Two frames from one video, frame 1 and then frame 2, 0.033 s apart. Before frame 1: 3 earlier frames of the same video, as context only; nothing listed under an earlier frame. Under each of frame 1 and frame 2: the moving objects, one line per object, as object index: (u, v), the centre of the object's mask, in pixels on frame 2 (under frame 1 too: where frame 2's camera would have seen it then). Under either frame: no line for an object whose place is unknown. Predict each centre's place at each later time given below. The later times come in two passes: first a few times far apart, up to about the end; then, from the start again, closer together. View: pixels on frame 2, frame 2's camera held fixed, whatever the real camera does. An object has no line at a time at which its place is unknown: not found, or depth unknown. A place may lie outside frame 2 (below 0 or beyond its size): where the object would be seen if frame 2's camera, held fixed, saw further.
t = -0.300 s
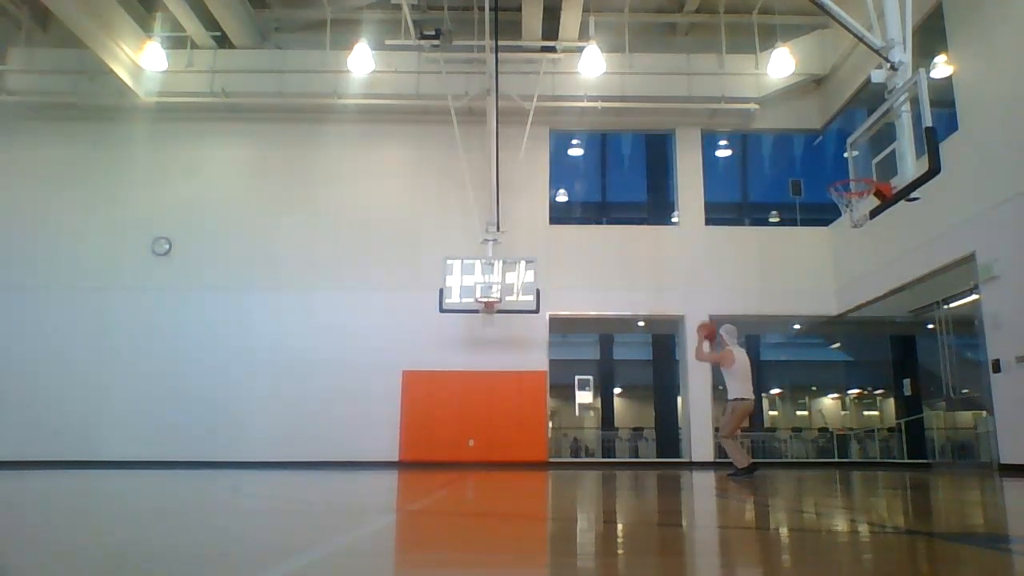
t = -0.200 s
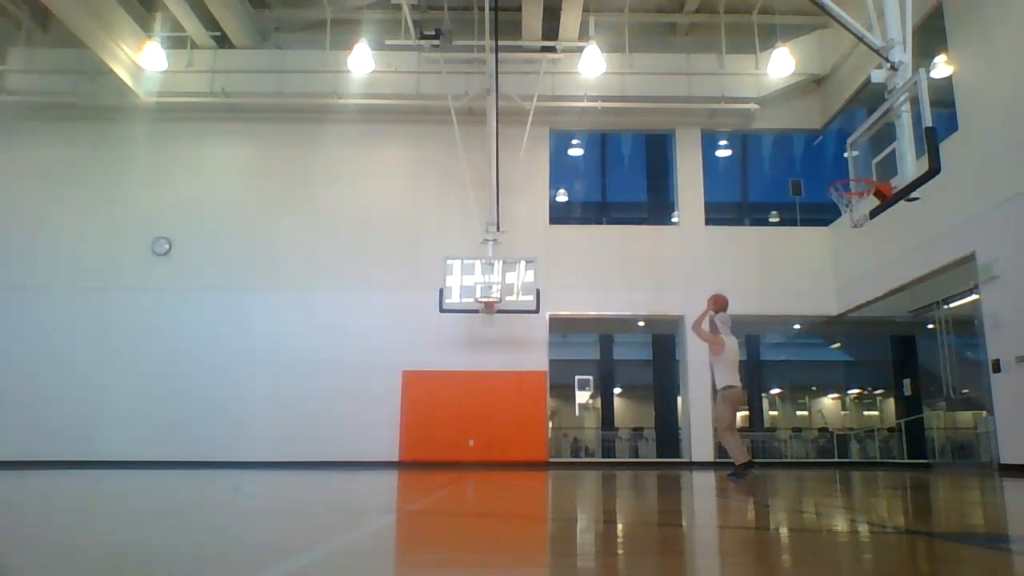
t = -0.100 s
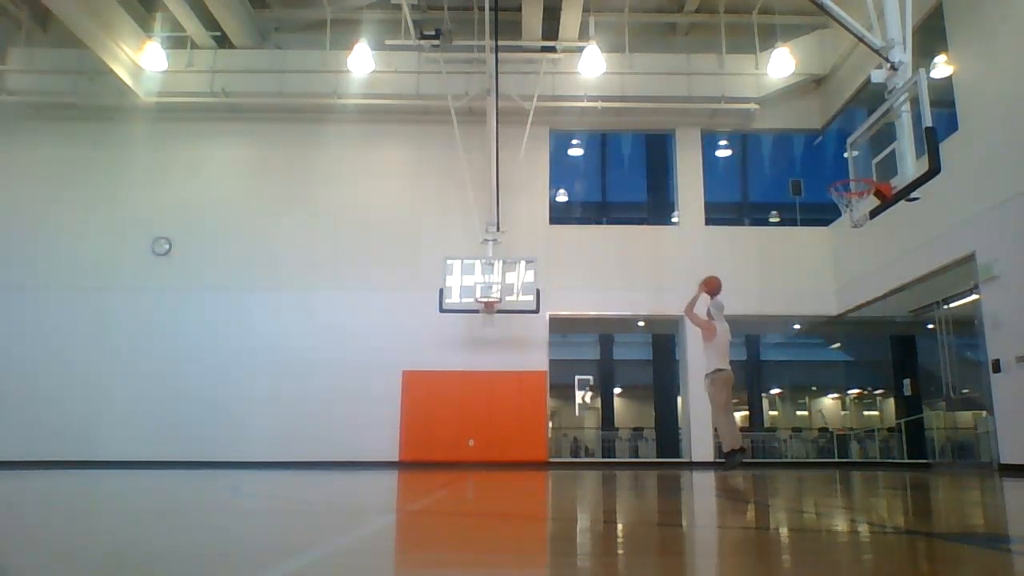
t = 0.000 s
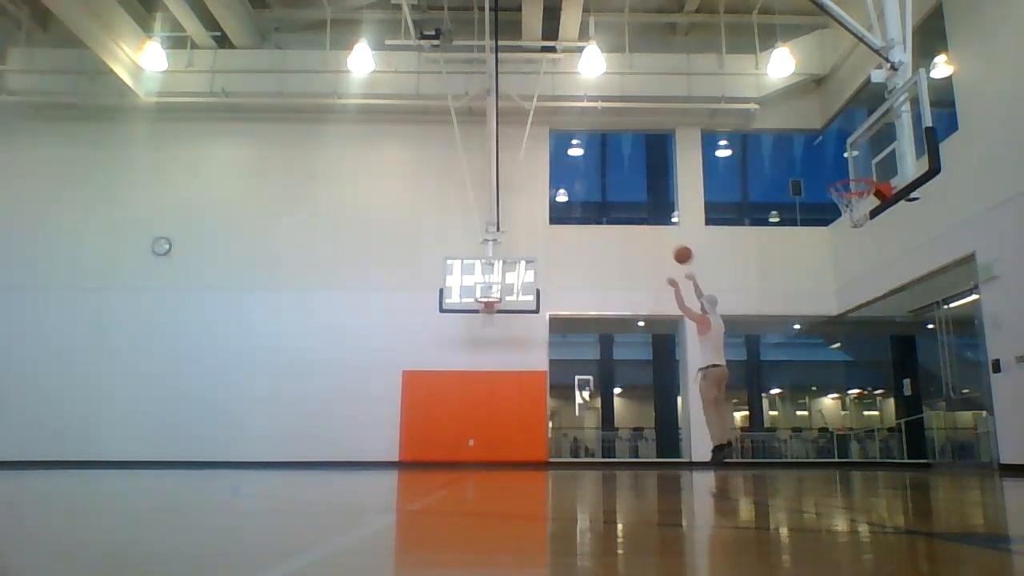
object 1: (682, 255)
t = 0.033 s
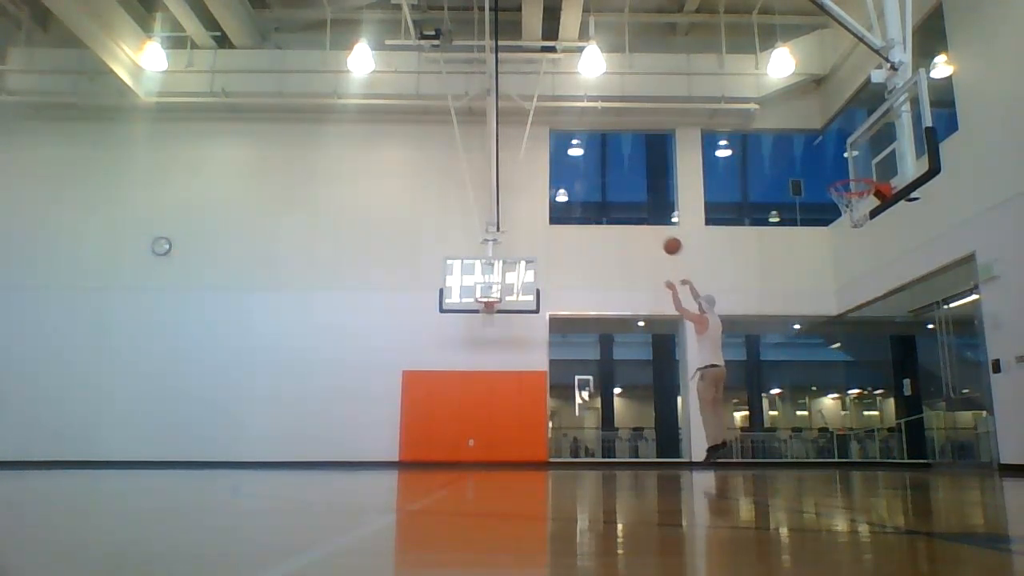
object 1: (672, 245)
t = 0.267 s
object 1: (610, 212)
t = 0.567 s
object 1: (552, 222)
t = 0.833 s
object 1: (511, 268)
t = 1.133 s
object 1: (469, 287)
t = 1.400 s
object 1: (435, 289)
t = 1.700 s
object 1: (392, 336)
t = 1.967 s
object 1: (351, 425)
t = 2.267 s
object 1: (315, 402)
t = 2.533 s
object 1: (285, 364)
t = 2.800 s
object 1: (252, 368)
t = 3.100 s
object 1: (212, 420)
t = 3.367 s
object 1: (181, 433)
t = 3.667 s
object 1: (151, 403)
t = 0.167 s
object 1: (635, 220)
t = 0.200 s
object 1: (626, 216)
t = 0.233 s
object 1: (617, 214)
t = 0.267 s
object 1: (610, 212)
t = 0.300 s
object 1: (603, 210)
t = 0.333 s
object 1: (596, 210)
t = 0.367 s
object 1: (588, 210)
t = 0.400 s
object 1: (582, 210)
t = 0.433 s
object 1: (575, 211)
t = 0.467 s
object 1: (570, 212)
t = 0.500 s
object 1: (563, 216)
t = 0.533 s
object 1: (558, 218)
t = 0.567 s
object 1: (552, 222)
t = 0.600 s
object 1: (546, 226)
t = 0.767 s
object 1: (520, 254)
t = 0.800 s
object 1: (515, 261)
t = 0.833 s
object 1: (511, 268)
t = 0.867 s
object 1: (506, 275)
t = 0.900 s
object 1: (502, 284)
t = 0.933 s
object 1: (497, 294)
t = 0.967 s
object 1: (493, 298)
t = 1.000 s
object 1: (489, 299)
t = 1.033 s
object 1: (482, 296)
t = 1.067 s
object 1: (478, 293)
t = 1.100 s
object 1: (473, 290)
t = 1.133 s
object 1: (469, 287)
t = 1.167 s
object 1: (465, 285)
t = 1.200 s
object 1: (461, 284)
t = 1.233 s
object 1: (456, 283)
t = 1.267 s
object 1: (452, 283)
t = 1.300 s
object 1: (447, 283)
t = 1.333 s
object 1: (443, 285)
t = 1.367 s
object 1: (439, 286)
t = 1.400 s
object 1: (435, 289)
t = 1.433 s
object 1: (430, 291)
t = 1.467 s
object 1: (425, 295)
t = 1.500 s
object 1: (420, 299)
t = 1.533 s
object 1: (416, 304)
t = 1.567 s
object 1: (411, 309)
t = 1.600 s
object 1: (407, 315)
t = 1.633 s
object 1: (402, 321)
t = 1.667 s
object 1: (397, 329)
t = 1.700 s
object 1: (392, 336)
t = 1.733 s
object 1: (387, 345)
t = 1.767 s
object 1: (382, 354)
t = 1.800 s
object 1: (377, 364)
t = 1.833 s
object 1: (372, 375)
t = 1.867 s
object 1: (368, 386)
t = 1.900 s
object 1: (362, 399)
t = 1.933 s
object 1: (357, 411)
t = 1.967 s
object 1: (351, 425)
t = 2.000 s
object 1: (346, 440)
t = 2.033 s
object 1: (341, 455)
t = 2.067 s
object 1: (337, 457)
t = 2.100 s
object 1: (333, 446)
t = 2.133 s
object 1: (329, 436)
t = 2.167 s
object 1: (325, 427)
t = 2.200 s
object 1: (322, 418)
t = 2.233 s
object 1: (318, 410)
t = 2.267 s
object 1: (315, 402)
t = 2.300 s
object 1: (311, 395)
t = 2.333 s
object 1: (308, 389)
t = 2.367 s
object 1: (304, 383)
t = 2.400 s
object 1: (300, 378)
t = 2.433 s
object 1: (296, 374)
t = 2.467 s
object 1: (292, 370)
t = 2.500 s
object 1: (288, 367)
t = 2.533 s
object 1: (285, 364)
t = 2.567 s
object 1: (281, 363)
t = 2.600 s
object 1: (277, 362)
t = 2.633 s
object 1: (272, 361)
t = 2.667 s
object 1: (268, 361)
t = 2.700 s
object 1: (265, 362)
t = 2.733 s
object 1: (261, 363)
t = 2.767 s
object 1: (256, 365)
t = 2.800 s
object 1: (252, 368)
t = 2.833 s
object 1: (248, 371)
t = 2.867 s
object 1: (243, 375)
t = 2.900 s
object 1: (239, 379)
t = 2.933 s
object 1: (235, 385)
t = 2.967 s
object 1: (230, 391)
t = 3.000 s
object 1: (226, 397)
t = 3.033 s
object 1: (221, 404)
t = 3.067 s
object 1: (217, 412)
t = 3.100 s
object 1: (212, 420)
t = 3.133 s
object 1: (207, 429)
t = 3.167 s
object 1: (202, 439)
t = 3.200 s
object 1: (198, 450)
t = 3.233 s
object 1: (193, 463)
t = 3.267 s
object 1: (190, 454)
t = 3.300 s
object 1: (187, 446)
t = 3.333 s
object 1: (184, 439)
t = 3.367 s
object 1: (181, 433)
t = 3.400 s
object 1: (178, 427)
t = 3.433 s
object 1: (174, 422)
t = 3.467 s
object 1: (171, 417)
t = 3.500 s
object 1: (168, 413)
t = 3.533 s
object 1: (165, 410)
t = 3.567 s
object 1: (162, 407)
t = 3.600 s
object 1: (158, 405)
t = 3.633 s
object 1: (155, 404)
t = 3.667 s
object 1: (151, 403)
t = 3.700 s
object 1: (148, 403)
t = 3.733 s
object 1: (144, 403)
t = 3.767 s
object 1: (141, 405)
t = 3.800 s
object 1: (137, 406)
